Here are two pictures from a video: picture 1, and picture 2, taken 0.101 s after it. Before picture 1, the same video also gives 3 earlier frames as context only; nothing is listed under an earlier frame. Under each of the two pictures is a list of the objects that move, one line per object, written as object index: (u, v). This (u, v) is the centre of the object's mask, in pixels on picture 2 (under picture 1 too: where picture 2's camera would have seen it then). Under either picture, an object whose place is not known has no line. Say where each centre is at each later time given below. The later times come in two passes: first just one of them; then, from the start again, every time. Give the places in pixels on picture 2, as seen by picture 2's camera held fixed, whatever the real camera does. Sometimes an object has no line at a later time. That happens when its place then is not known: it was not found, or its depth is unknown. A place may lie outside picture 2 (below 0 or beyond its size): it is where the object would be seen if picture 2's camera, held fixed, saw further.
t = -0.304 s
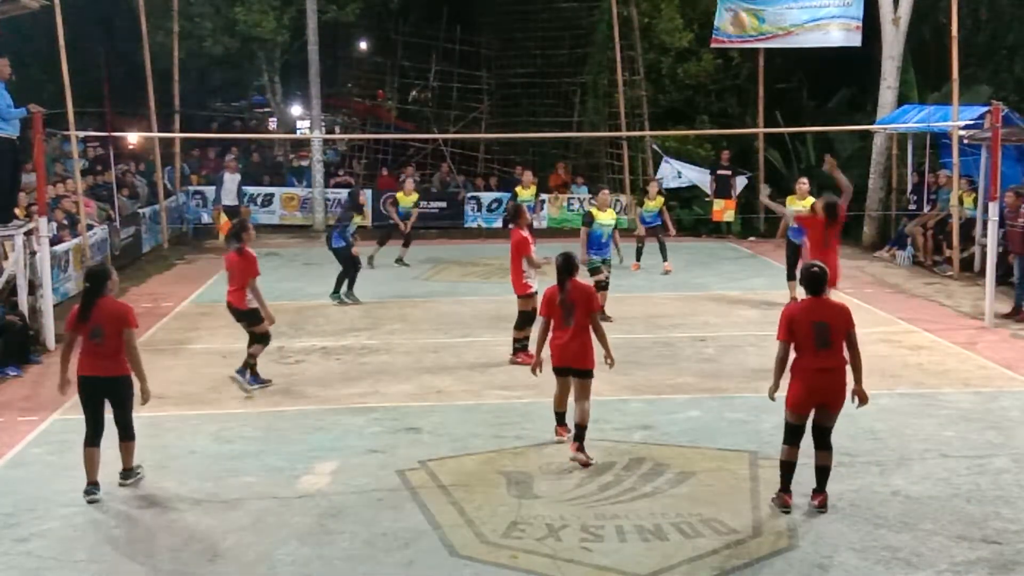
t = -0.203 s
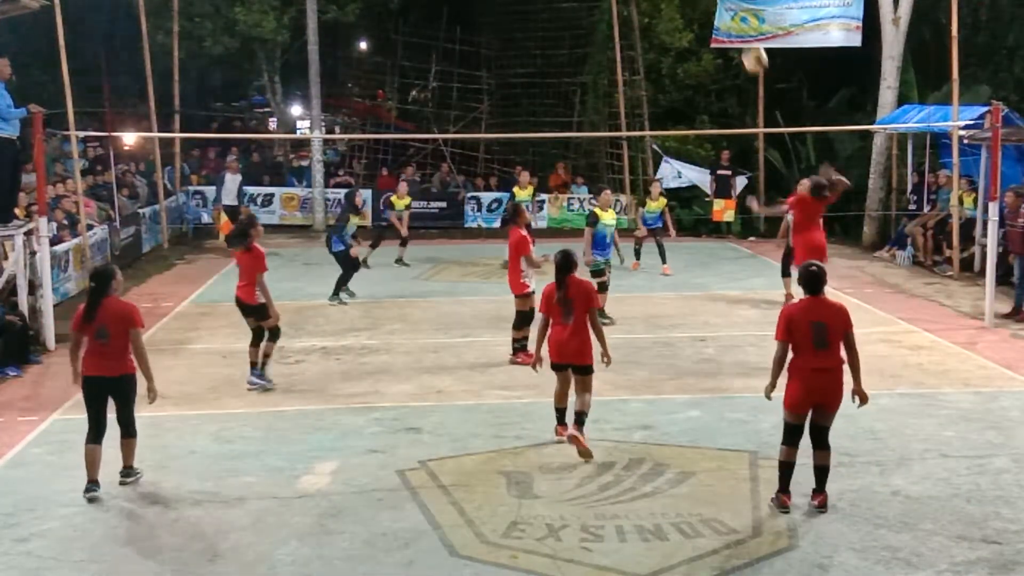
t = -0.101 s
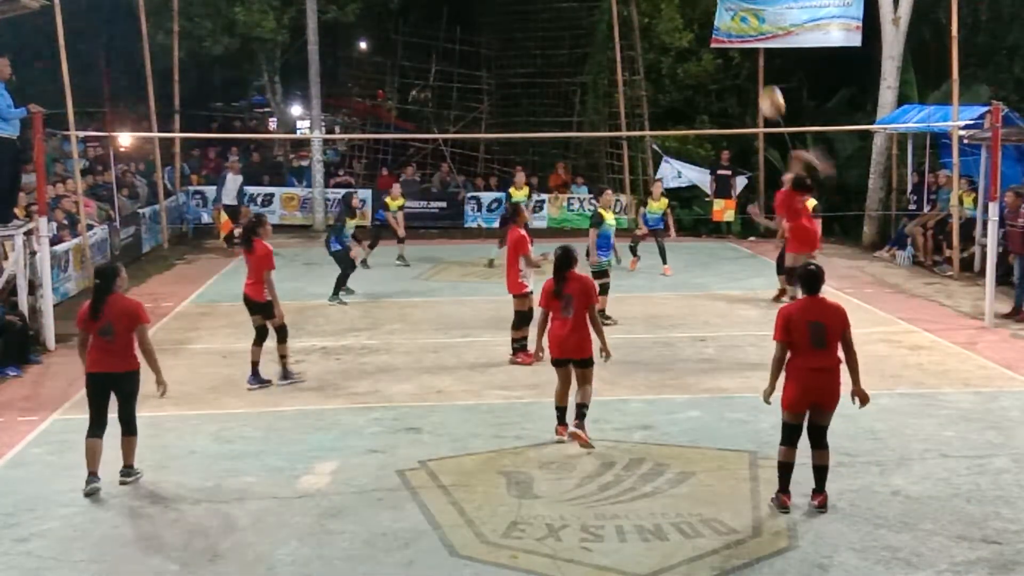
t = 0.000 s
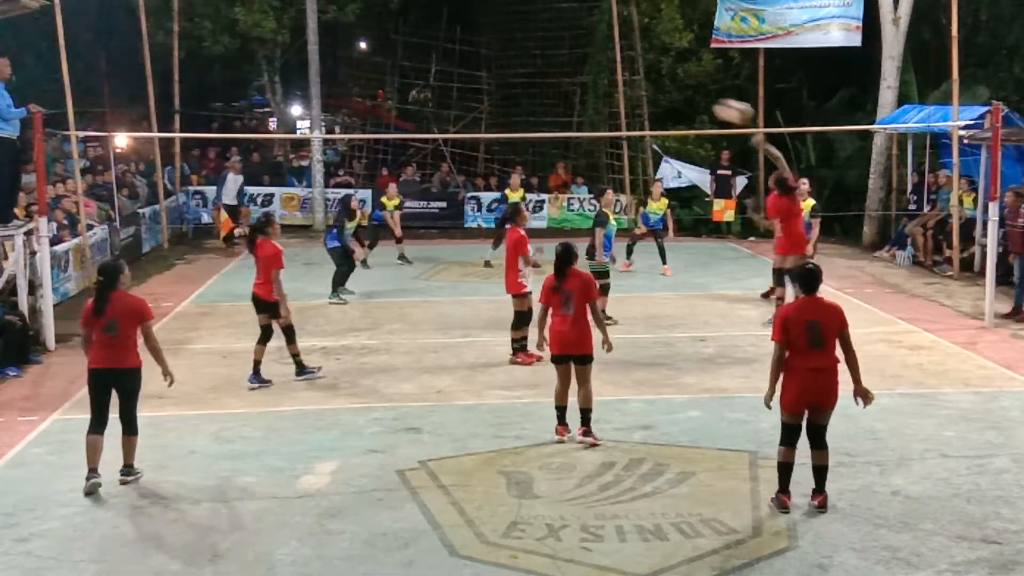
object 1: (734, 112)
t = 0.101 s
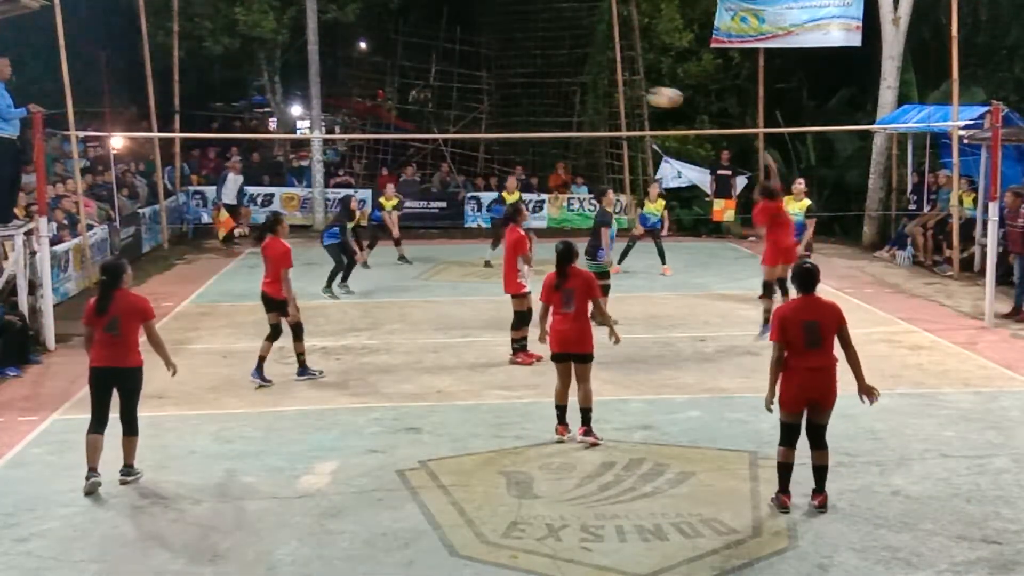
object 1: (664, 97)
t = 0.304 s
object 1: (554, 99)
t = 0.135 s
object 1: (644, 95)
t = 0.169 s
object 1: (625, 94)
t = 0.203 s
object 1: (604, 94)
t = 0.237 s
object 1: (587, 95)
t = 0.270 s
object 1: (570, 96)
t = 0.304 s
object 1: (554, 99)
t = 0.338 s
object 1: (538, 103)
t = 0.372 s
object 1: (523, 107)
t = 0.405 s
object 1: (509, 112)
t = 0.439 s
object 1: (496, 118)
